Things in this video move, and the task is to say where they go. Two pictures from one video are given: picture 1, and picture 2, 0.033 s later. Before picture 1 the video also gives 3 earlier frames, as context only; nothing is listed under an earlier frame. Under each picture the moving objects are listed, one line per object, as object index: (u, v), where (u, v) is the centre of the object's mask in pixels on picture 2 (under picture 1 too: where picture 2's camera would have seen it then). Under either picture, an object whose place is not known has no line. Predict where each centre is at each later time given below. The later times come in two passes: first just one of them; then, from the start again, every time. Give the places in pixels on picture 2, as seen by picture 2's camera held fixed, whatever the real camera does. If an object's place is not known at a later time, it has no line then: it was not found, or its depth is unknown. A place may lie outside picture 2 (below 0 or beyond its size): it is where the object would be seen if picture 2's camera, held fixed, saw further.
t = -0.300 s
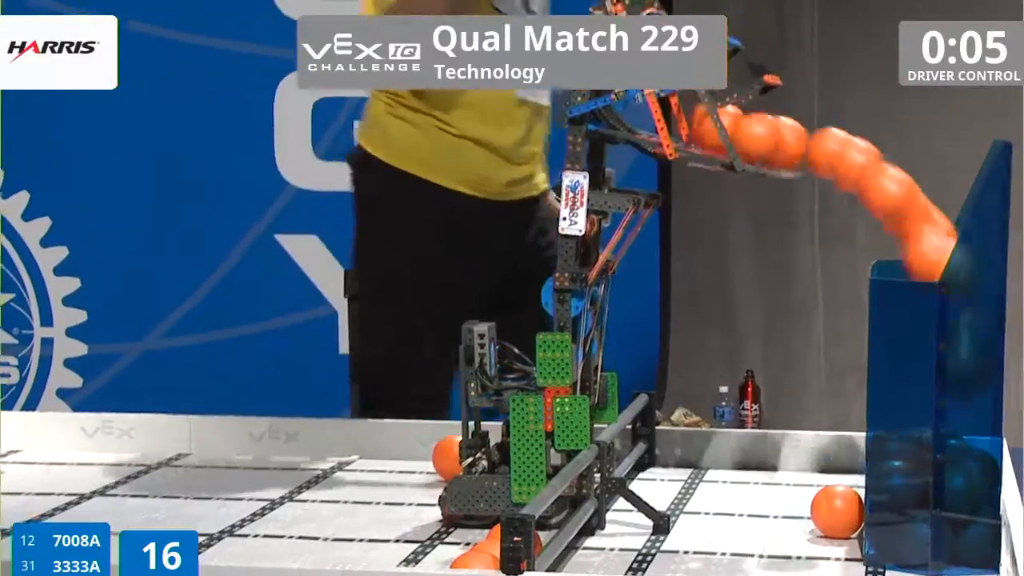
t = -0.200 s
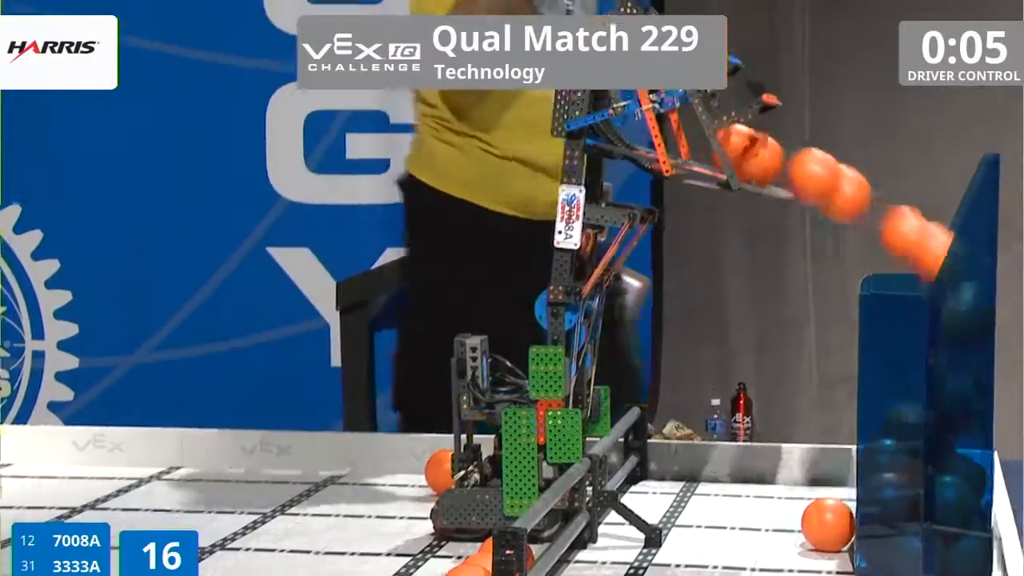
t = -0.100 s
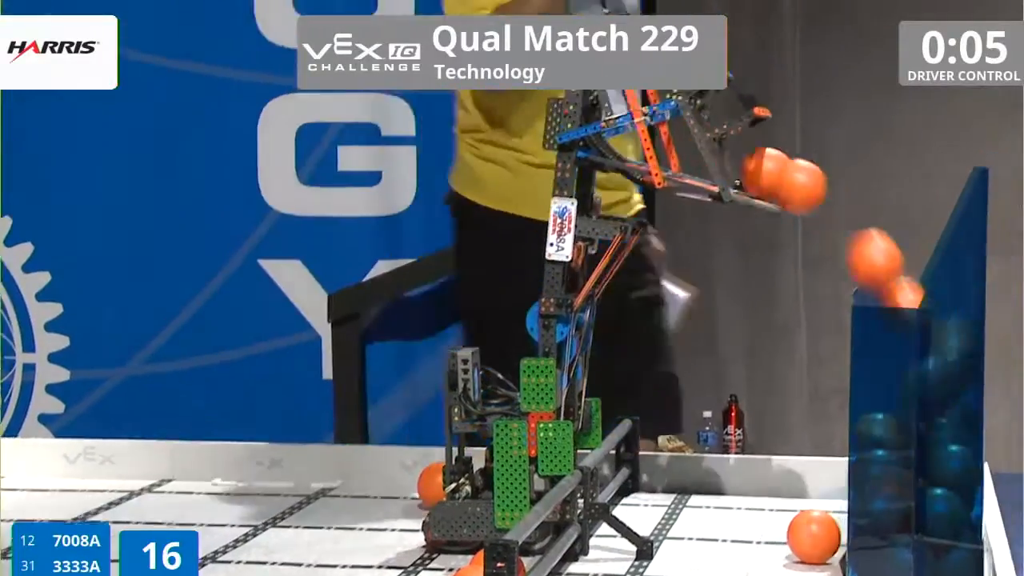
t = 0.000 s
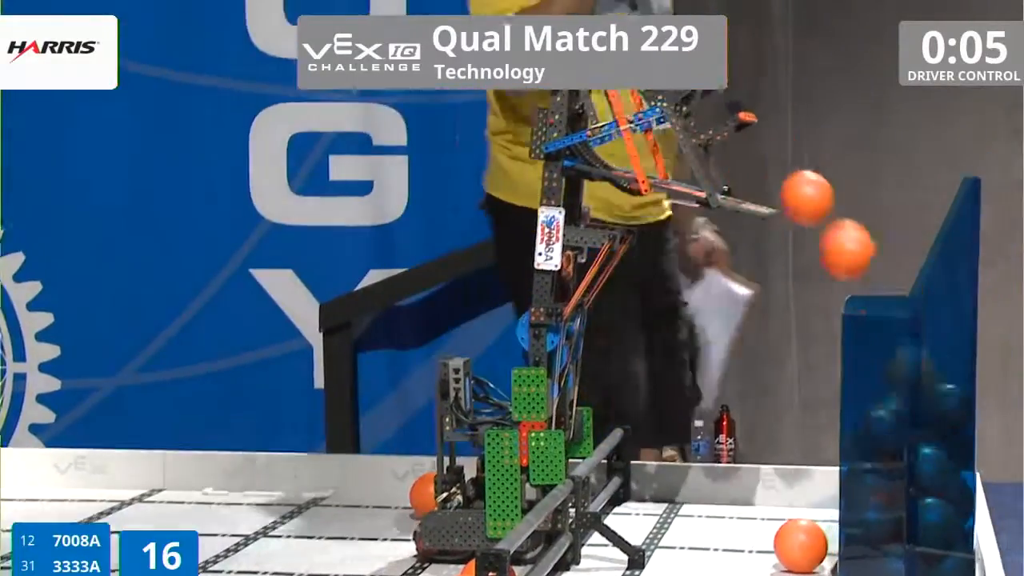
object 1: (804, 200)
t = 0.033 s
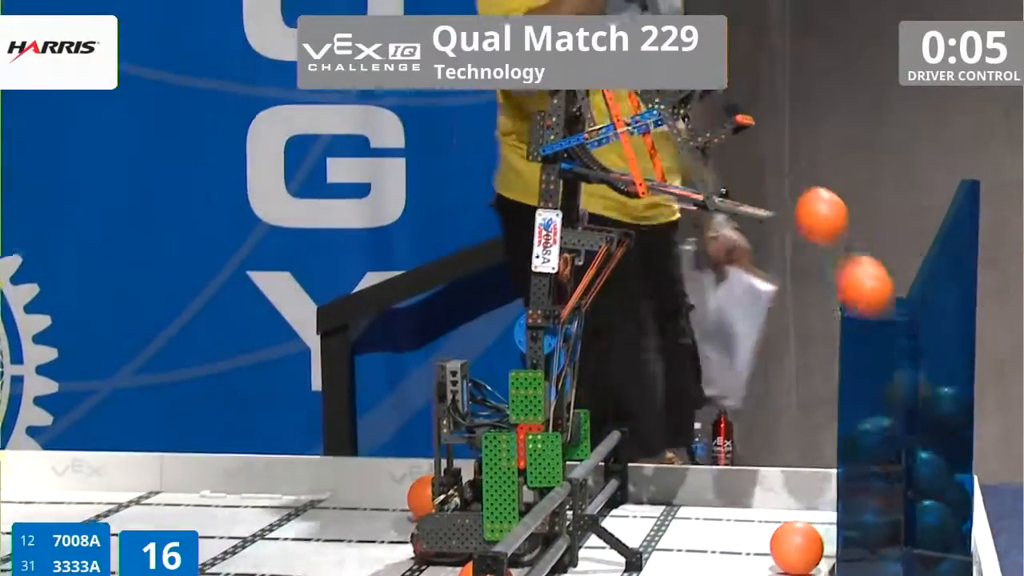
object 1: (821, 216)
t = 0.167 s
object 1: (899, 300)
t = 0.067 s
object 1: (837, 239)
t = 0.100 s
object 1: (856, 270)
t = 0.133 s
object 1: (880, 288)
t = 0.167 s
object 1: (899, 300)
